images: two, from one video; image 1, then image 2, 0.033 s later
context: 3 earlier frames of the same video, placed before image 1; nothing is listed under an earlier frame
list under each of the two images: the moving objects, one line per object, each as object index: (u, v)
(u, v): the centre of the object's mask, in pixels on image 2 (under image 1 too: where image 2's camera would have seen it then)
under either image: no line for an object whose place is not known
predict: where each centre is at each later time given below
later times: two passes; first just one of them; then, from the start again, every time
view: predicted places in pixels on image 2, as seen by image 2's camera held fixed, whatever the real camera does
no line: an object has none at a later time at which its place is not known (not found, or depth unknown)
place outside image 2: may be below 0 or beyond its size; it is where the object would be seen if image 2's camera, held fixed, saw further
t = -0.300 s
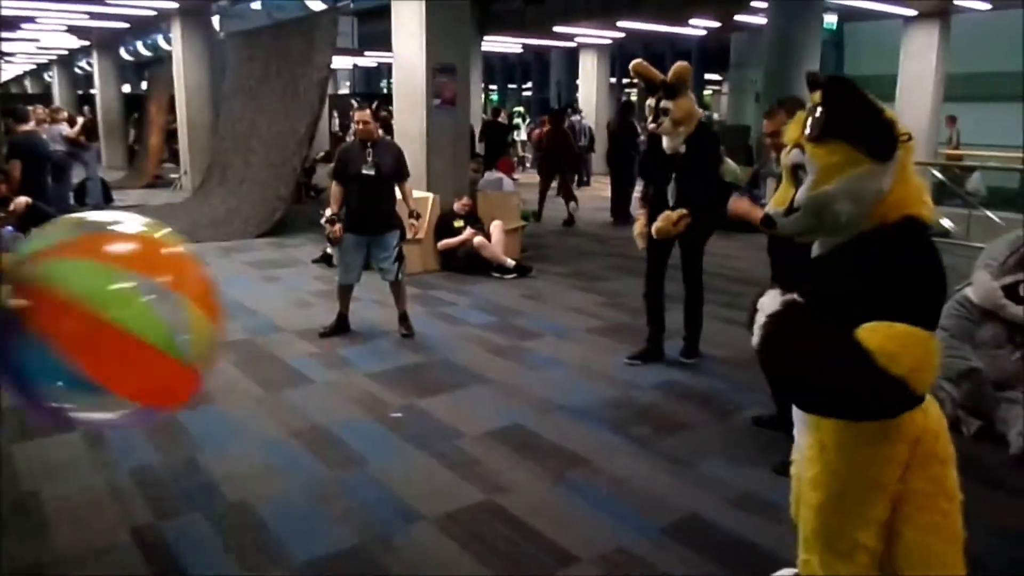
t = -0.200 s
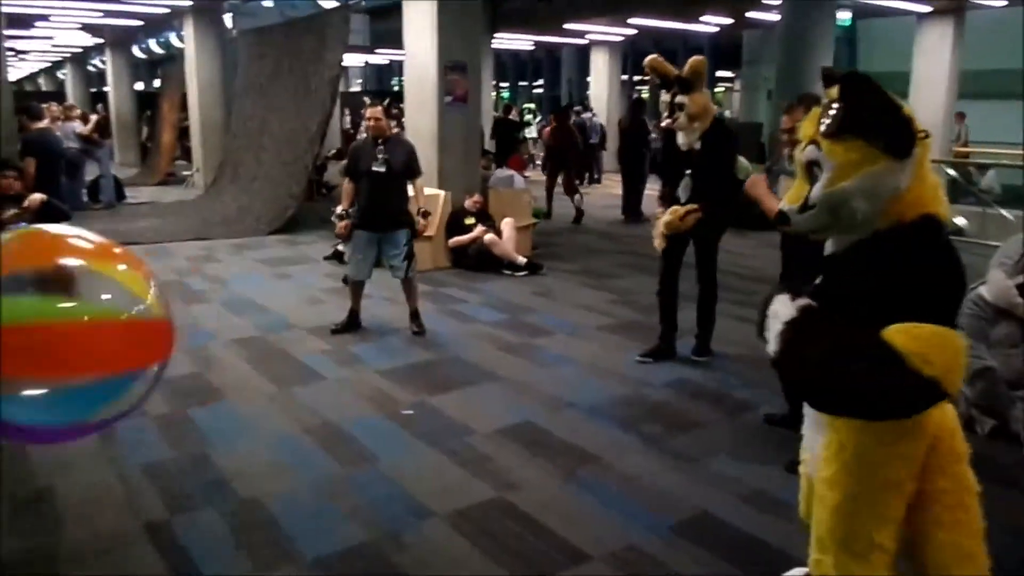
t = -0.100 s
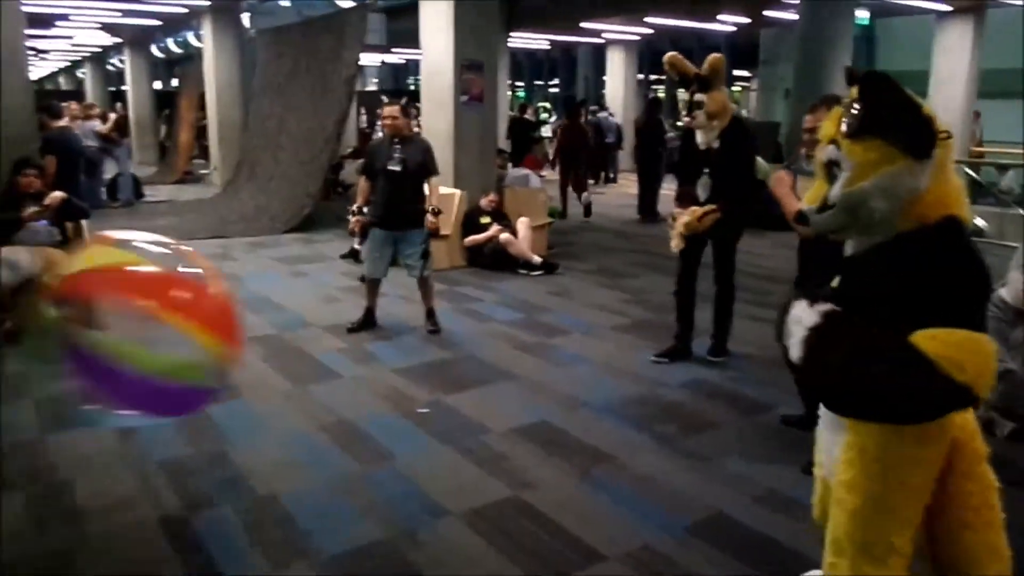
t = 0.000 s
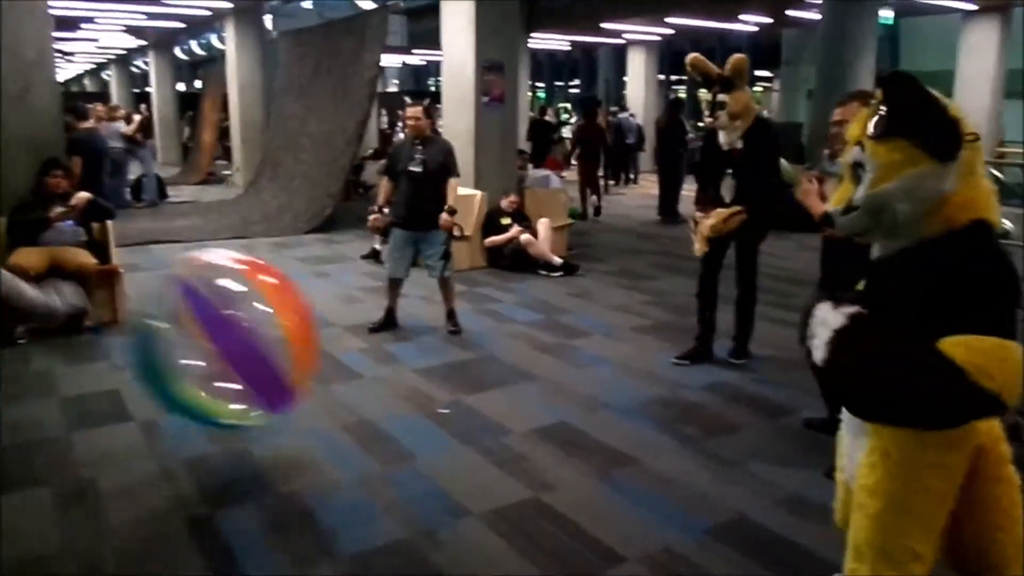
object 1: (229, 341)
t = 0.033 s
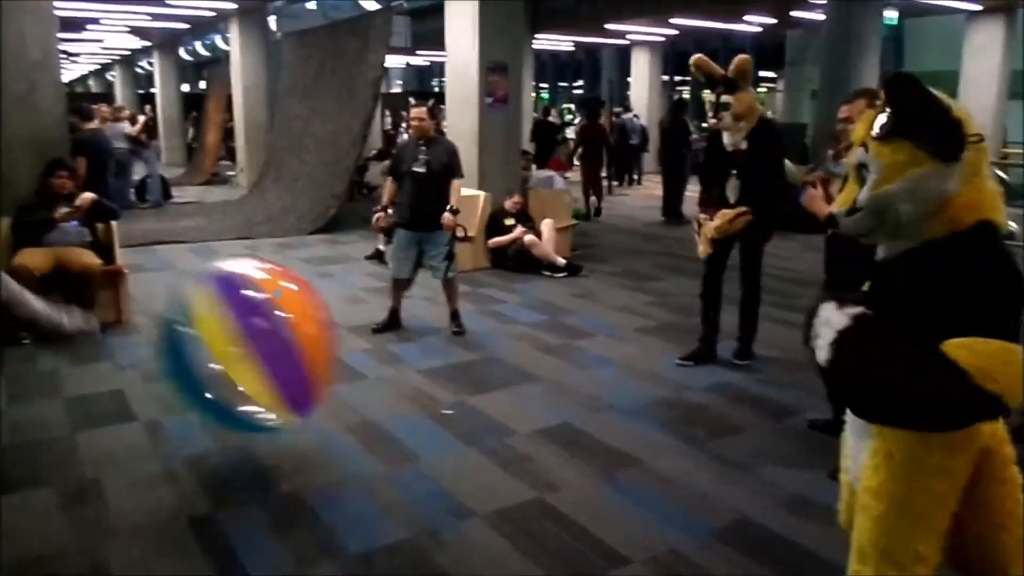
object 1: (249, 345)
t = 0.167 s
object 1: (314, 365)
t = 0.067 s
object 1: (268, 354)
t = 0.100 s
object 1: (283, 363)
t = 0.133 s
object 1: (303, 369)
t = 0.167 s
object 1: (314, 365)
